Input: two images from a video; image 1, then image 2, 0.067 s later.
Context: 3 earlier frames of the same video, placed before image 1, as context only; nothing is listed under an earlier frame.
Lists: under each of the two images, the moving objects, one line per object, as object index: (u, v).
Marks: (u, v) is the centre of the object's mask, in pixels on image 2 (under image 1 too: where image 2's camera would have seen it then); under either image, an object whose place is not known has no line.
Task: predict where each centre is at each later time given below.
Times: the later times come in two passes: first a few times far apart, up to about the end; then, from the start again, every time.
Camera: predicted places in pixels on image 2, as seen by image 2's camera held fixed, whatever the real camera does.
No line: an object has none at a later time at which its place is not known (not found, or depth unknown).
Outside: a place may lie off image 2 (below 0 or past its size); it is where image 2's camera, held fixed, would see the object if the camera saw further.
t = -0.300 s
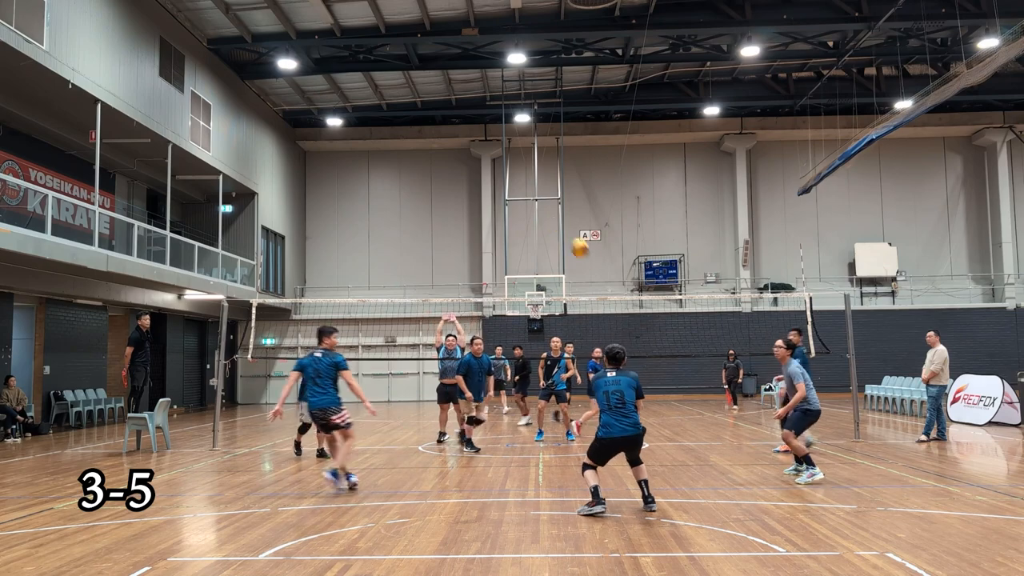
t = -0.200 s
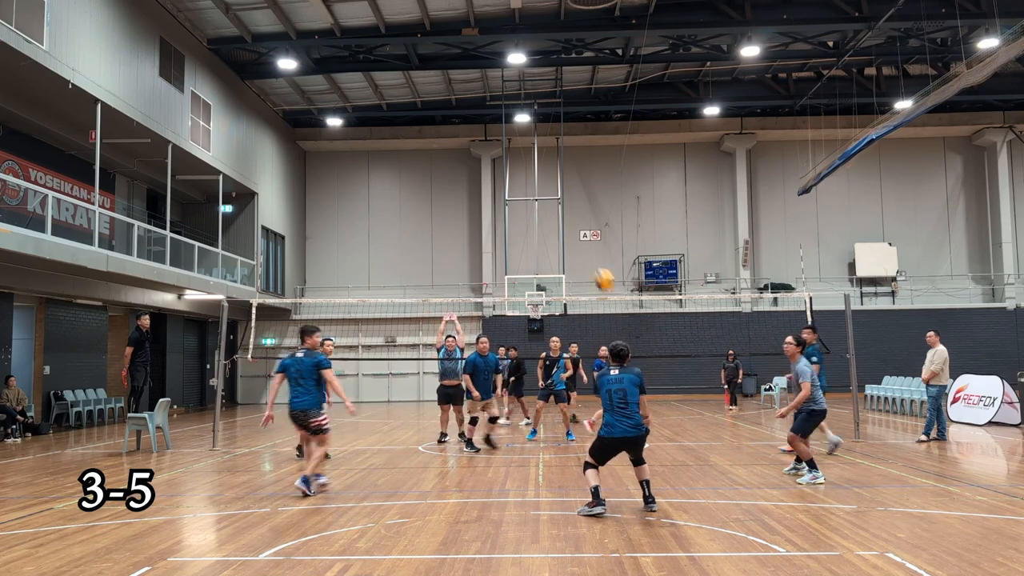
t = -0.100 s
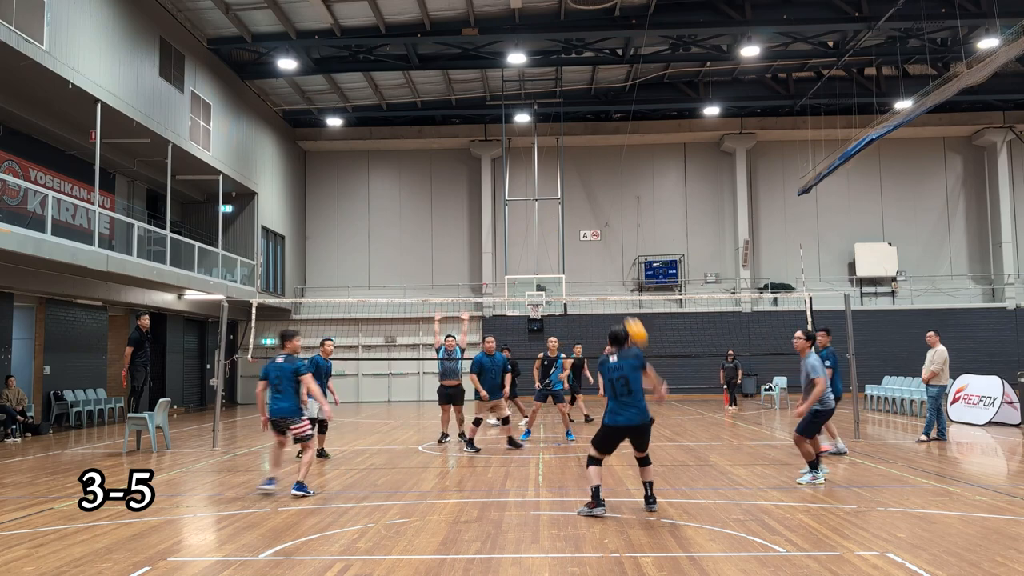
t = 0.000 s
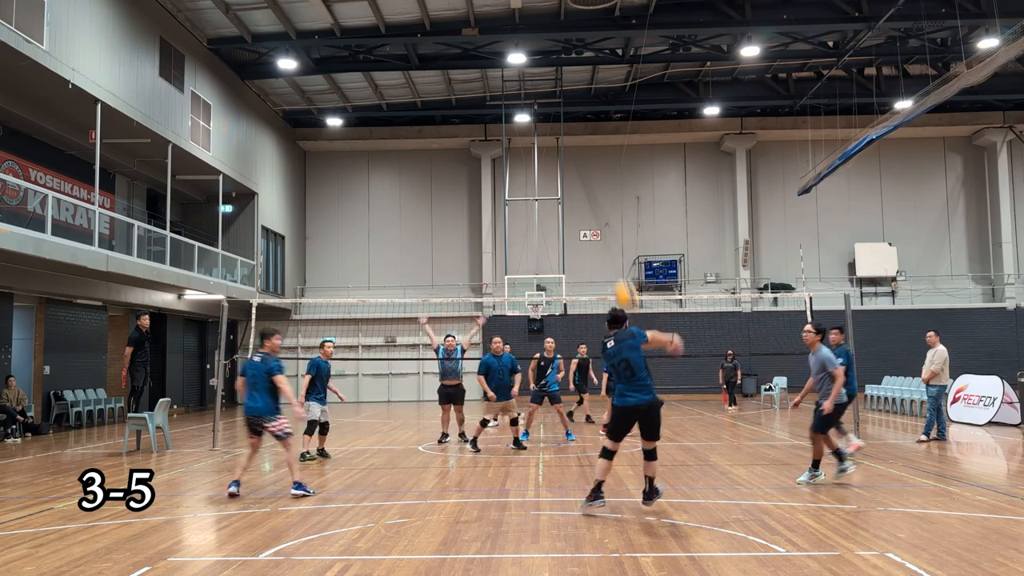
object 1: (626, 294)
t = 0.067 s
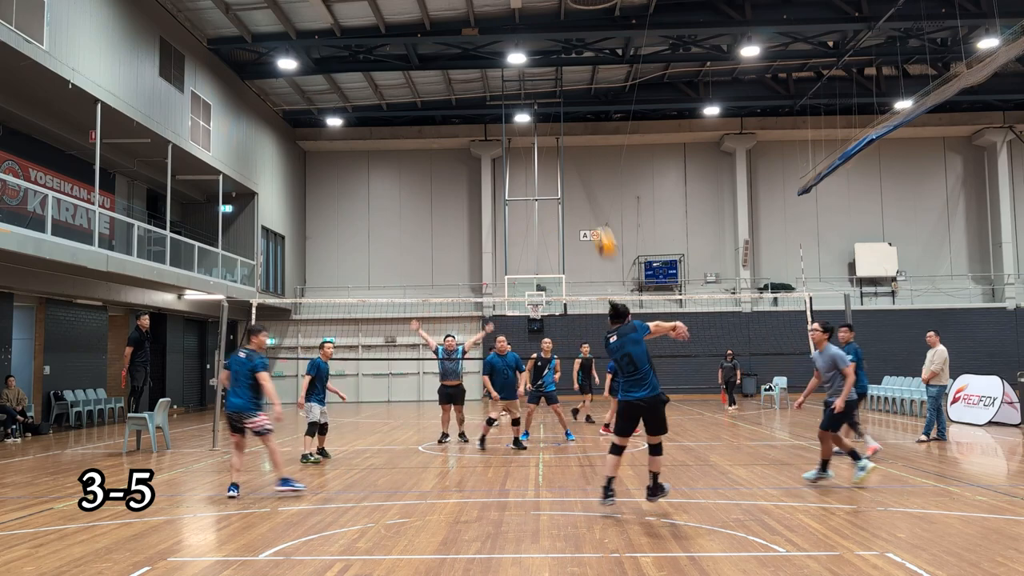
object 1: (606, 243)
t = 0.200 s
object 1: (569, 160)
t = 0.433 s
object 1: (513, 72)
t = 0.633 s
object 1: (472, 42)
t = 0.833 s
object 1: (435, 48)
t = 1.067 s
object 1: (398, 93)
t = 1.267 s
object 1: (369, 159)
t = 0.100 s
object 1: (595, 217)
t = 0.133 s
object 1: (587, 198)
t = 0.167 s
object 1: (578, 177)
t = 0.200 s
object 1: (569, 160)
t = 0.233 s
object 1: (561, 143)
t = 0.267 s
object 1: (552, 127)
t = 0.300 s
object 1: (544, 114)
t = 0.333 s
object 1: (536, 102)
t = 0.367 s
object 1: (528, 90)
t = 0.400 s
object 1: (521, 80)
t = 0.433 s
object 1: (513, 72)
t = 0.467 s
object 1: (505, 64)
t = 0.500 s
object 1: (498, 57)
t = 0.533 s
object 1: (492, 52)
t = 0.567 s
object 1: (485, 48)
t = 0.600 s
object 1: (479, 45)
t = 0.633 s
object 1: (472, 42)
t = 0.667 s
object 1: (466, 41)
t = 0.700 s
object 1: (459, 40)
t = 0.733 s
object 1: (453, 41)
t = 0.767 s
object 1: (447, 42)
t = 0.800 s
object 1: (441, 45)
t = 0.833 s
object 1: (435, 48)
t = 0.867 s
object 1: (429, 53)
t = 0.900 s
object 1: (424, 57)
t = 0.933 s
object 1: (419, 62)
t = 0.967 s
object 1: (413, 69)
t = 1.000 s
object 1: (408, 76)
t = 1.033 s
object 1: (403, 84)
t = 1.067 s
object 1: (398, 93)
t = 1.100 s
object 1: (393, 102)
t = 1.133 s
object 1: (388, 113)
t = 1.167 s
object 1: (383, 123)
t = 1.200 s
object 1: (378, 135)
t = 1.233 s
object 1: (373, 147)
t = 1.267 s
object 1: (369, 159)
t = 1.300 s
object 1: (365, 173)
